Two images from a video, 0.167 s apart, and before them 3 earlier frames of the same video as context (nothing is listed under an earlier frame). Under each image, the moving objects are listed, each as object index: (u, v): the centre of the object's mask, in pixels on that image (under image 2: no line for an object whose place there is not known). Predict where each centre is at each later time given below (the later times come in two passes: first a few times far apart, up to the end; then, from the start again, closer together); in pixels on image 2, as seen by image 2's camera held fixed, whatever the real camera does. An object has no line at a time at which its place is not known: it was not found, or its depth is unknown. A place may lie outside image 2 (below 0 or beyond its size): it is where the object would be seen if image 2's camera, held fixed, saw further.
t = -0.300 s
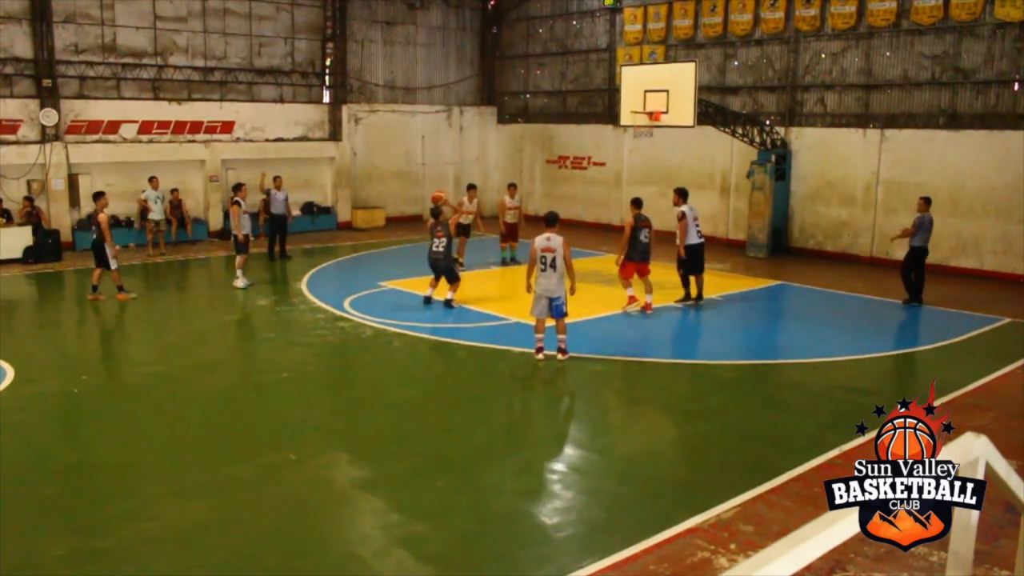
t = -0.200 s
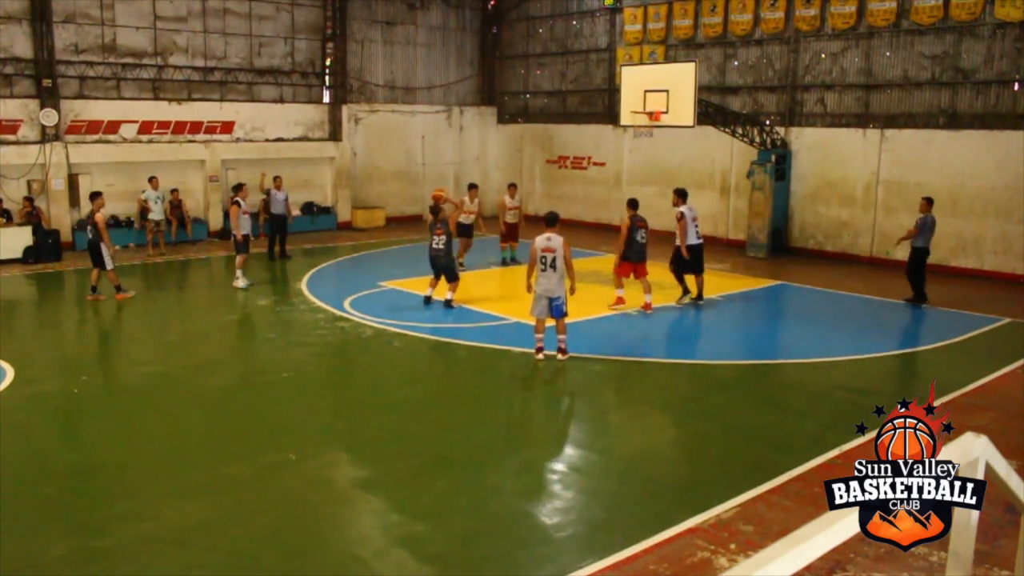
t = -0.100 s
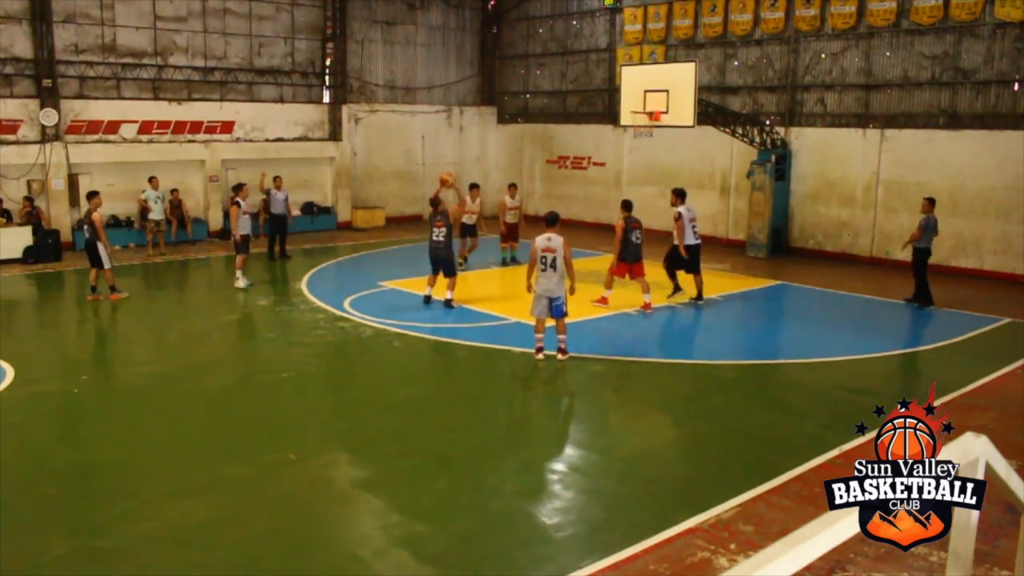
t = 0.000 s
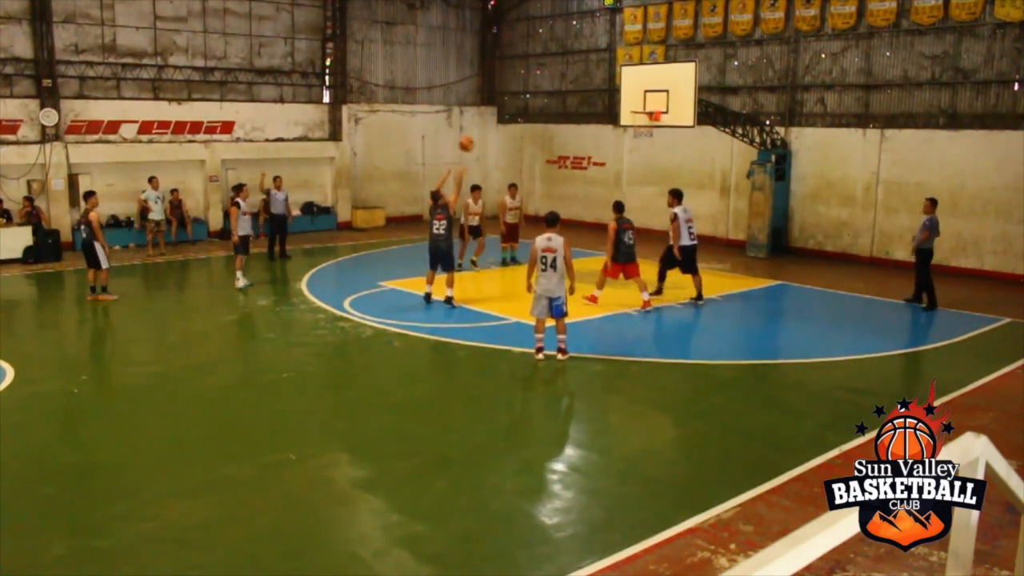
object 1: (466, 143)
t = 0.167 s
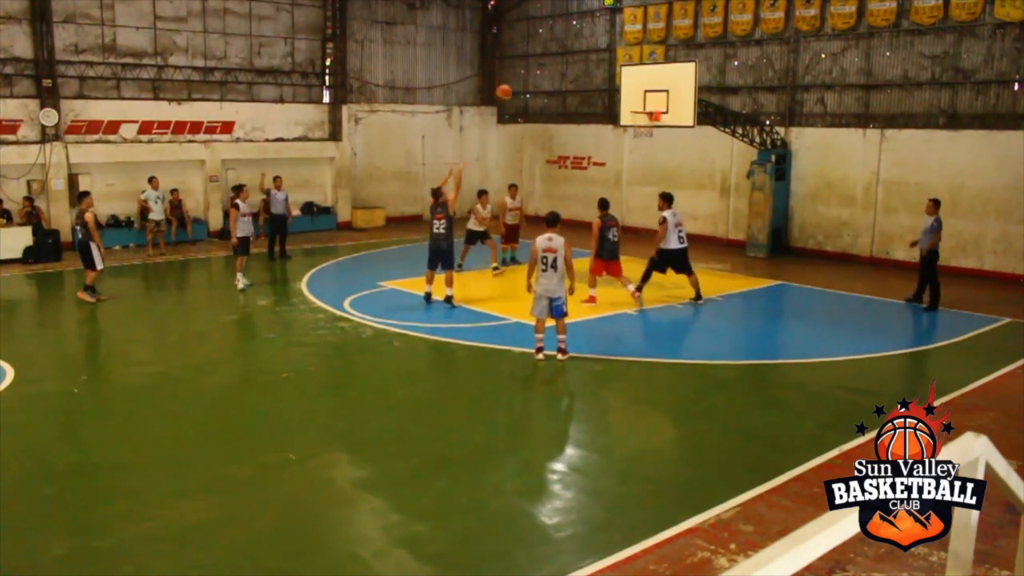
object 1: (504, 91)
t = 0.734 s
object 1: (608, 60)
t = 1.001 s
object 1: (647, 108)
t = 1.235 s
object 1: (638, 120)
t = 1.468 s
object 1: (629, 131)
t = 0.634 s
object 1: (592, 51)
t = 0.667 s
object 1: (598, 54)
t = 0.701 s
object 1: (602, 57)
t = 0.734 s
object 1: (608, 60)
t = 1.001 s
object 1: (647, 108)
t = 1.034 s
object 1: (643, 110)
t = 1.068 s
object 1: (637, 112)
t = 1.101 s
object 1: (643, 112)
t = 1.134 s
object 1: (647, 113)
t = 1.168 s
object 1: (643, 115)
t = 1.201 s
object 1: (640, 117)
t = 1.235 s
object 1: (638, 120)
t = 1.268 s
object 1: (635, 122)
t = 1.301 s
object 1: (634, 122)
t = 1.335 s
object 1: (633, 123)
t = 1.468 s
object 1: (629, 131)
